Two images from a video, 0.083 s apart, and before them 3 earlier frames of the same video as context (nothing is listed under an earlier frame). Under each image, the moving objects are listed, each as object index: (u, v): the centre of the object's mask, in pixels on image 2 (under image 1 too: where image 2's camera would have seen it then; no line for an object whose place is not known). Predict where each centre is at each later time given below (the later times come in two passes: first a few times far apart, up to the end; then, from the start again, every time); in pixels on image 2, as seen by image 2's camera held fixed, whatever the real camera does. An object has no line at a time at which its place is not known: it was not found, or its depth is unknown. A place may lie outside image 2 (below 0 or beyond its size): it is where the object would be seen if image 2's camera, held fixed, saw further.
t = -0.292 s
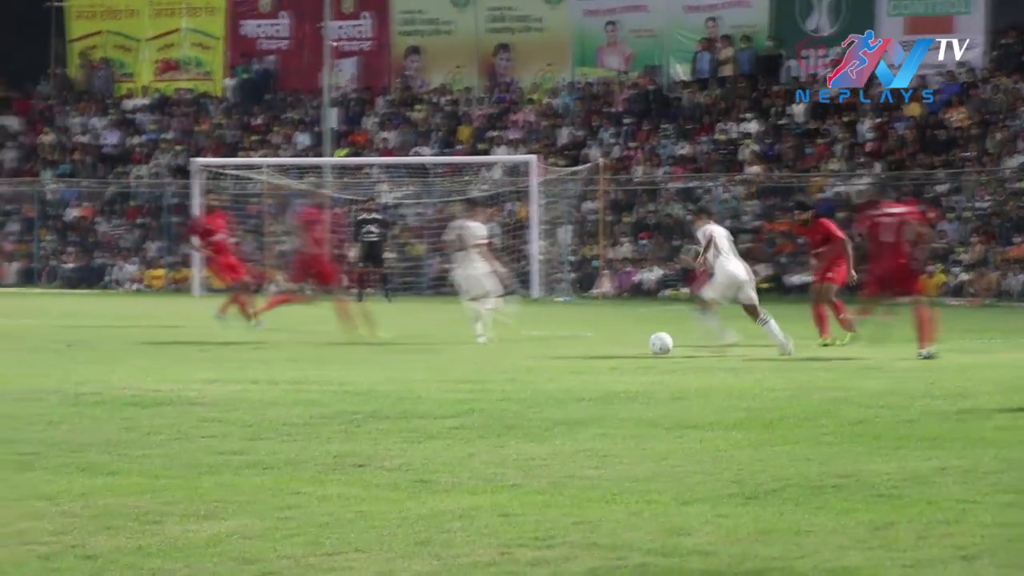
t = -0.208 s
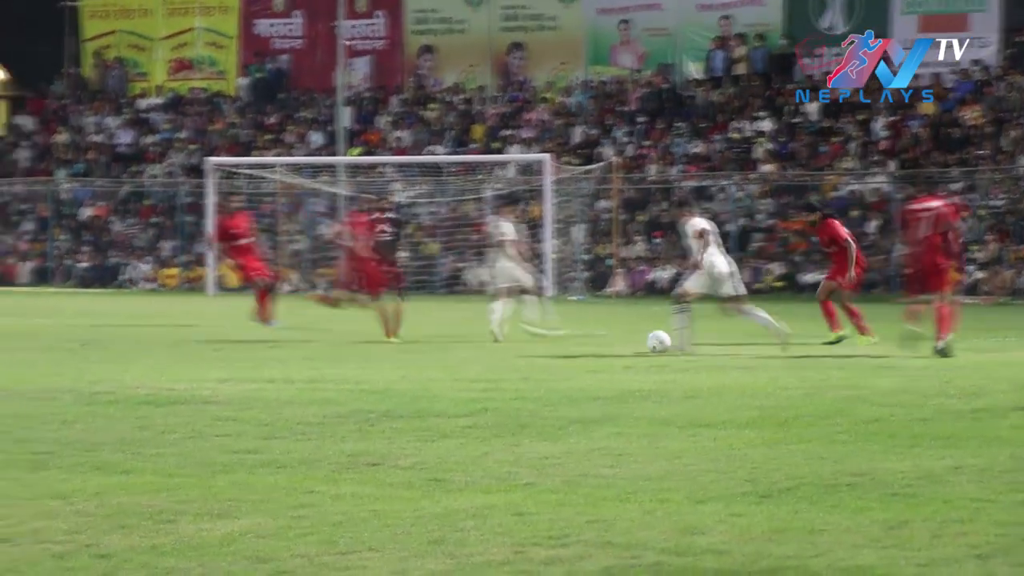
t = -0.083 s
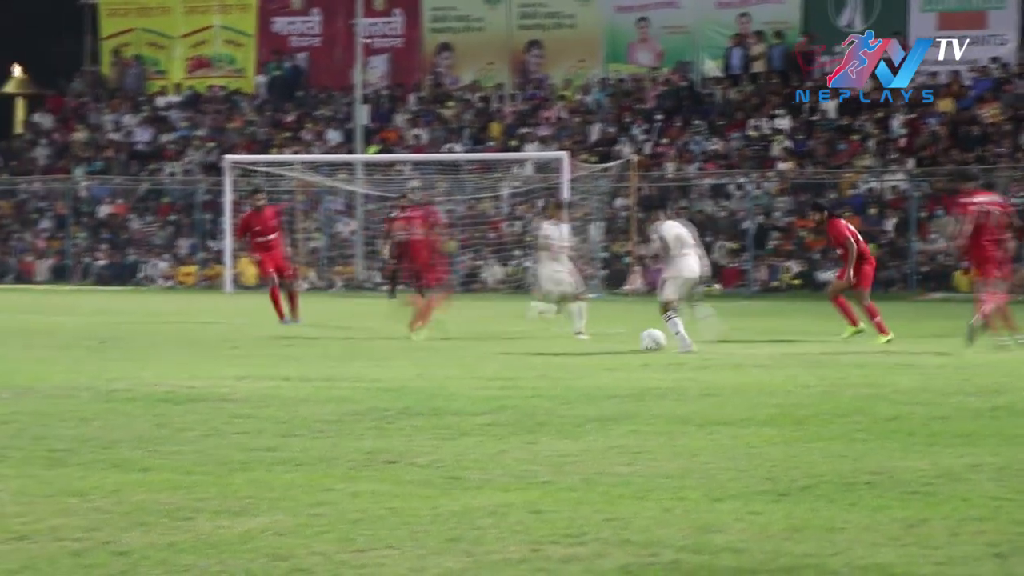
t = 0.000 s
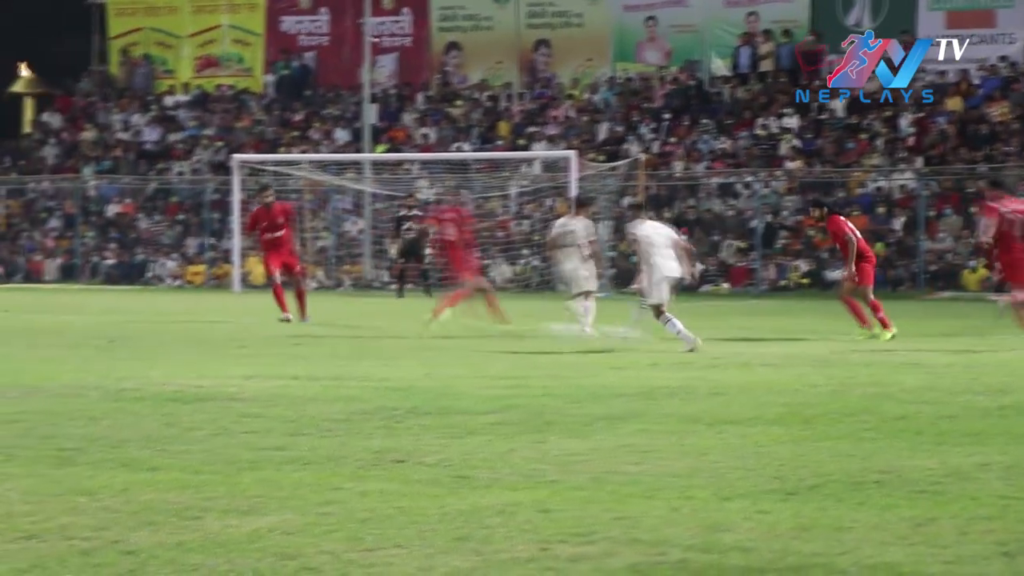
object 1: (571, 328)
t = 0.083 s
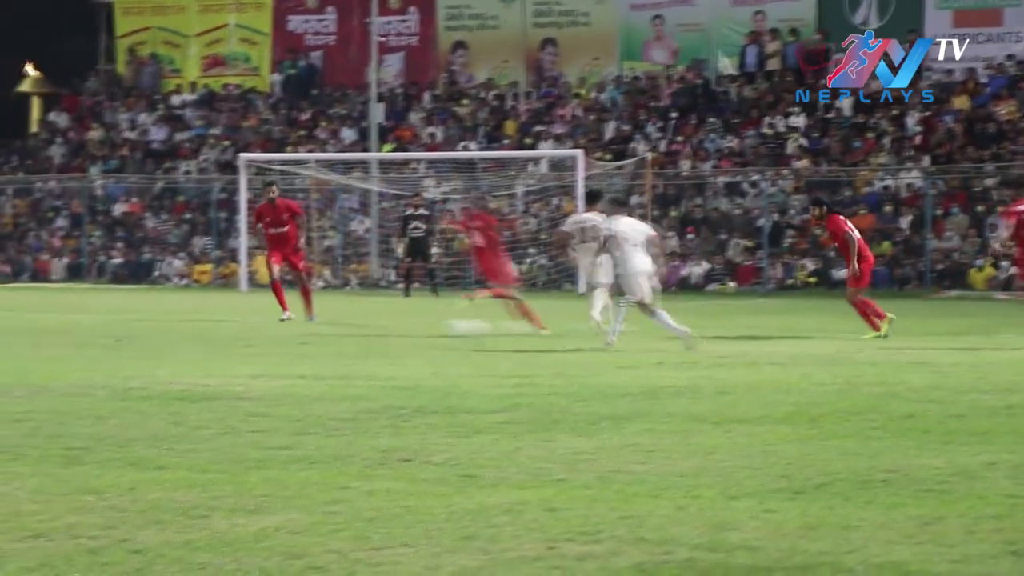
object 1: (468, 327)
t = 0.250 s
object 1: (279, 325)
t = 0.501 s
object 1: (43, 323)
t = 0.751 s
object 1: (-150, 319)
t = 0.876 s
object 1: (-234, 316)
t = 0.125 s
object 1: (418, 328)
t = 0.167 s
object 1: (366, 331)
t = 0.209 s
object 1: (321, 331)
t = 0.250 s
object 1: (279, 325)
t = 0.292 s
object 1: (236, 323)
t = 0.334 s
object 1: (196, 321)
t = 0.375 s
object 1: (157, 321)
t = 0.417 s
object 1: (117, 323)
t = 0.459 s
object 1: (80, 325)
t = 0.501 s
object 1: (43, 323)
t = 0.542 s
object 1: (9, 321)
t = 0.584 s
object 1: (-24, 321)
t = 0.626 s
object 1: (-57, 321)
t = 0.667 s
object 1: (-87, 321)
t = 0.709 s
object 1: (-118, 320)
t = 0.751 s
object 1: (-150, 319)
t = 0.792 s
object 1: (-178, 319)
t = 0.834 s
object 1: (-205, 318)
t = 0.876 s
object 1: (-234, 316)
